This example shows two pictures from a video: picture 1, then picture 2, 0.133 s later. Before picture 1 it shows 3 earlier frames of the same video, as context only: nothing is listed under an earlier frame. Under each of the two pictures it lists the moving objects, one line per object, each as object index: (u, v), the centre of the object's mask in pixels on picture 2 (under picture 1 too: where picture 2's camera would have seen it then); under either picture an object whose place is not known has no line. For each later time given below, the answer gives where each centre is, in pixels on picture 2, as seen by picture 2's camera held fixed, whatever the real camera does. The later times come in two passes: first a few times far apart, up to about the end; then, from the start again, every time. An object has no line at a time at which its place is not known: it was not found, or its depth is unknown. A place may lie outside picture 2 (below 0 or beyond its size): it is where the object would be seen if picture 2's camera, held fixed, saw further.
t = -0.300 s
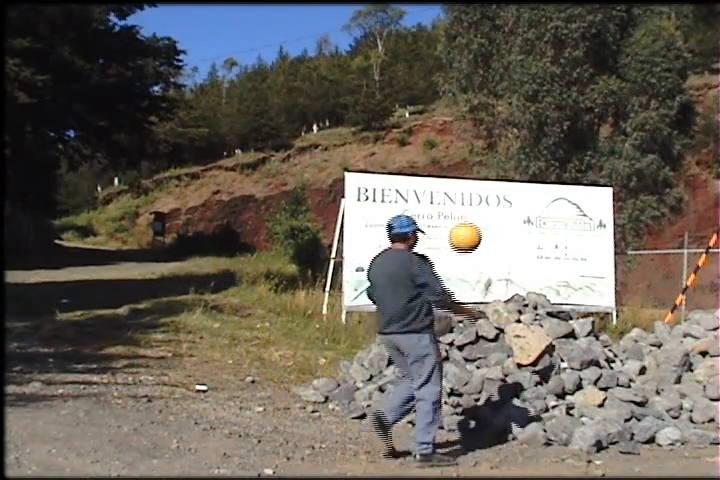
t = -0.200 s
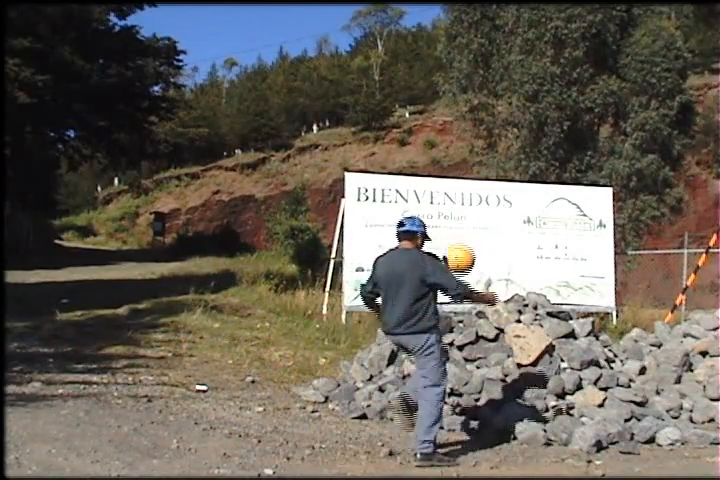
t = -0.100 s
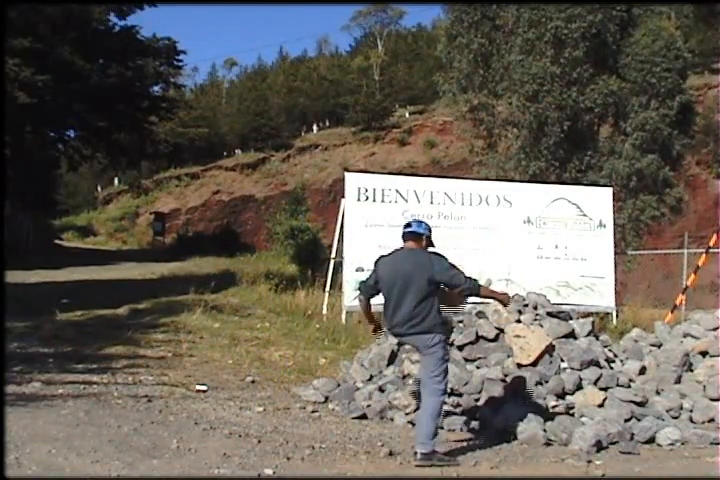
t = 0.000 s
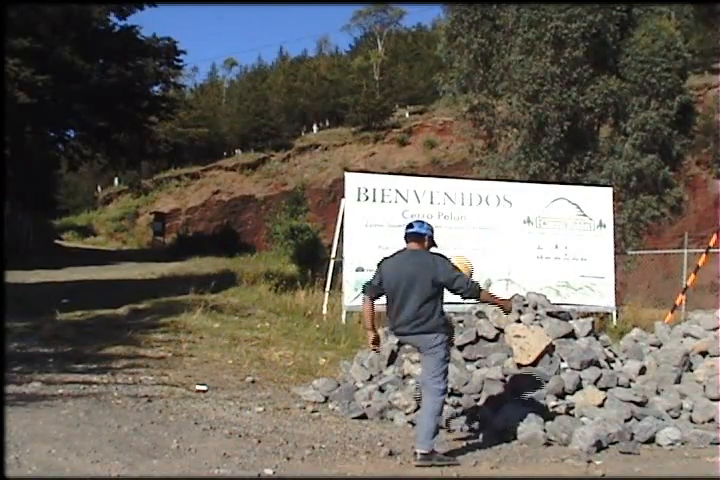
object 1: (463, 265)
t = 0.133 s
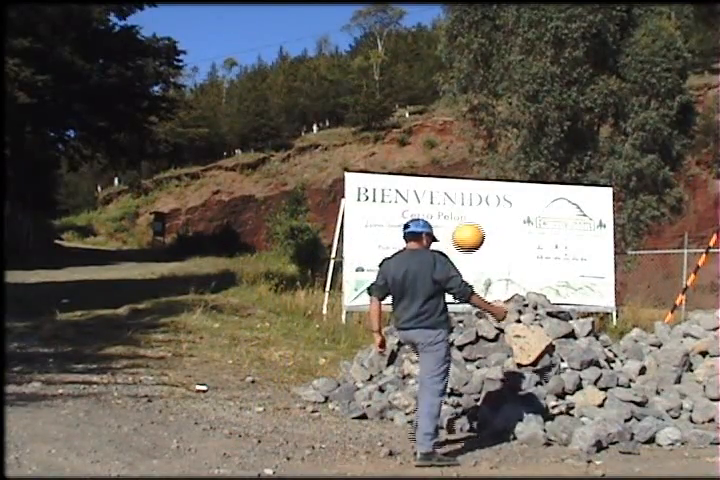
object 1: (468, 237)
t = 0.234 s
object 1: (477, 226)
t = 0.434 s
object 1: (495, 245)
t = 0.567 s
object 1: (509, 287)
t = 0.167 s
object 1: (471, 232)
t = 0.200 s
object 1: (474, 228)
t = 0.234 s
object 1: (477, 226)
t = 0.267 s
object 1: (480, 225)
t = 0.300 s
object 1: (483, 226)
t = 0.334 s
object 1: (486, 228)
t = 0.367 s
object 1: (489, 233)
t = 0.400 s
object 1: (492, 238)
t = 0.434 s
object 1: (495, 245)
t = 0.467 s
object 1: (499, 253)
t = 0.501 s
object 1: (502, 263)
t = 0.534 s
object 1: (505, 274)
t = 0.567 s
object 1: (509, 287)
